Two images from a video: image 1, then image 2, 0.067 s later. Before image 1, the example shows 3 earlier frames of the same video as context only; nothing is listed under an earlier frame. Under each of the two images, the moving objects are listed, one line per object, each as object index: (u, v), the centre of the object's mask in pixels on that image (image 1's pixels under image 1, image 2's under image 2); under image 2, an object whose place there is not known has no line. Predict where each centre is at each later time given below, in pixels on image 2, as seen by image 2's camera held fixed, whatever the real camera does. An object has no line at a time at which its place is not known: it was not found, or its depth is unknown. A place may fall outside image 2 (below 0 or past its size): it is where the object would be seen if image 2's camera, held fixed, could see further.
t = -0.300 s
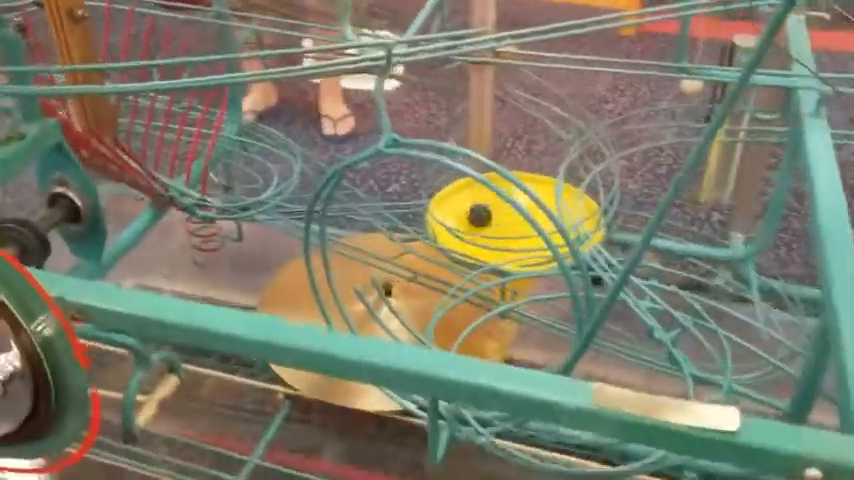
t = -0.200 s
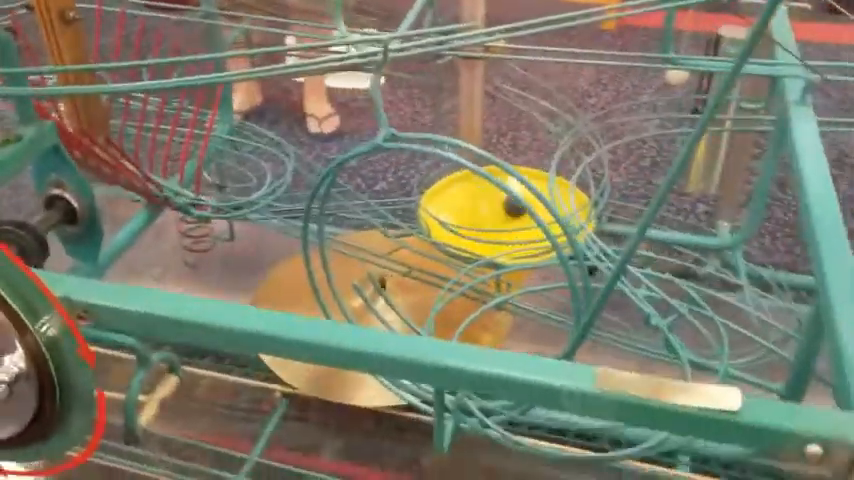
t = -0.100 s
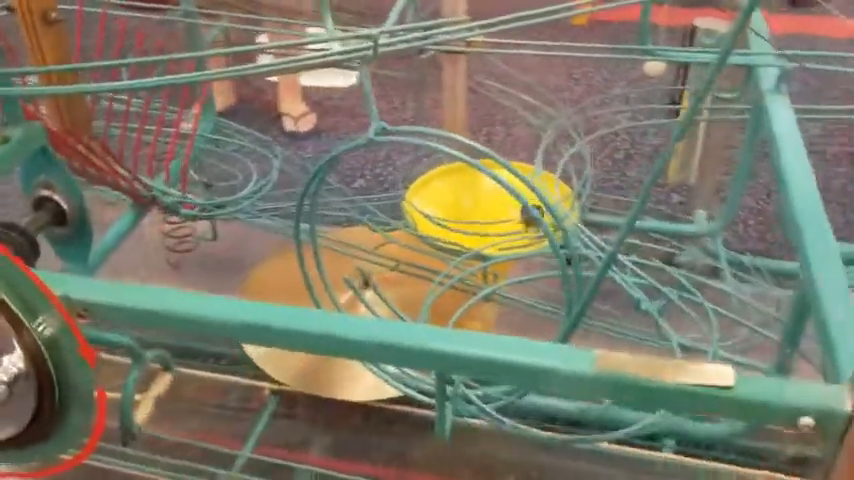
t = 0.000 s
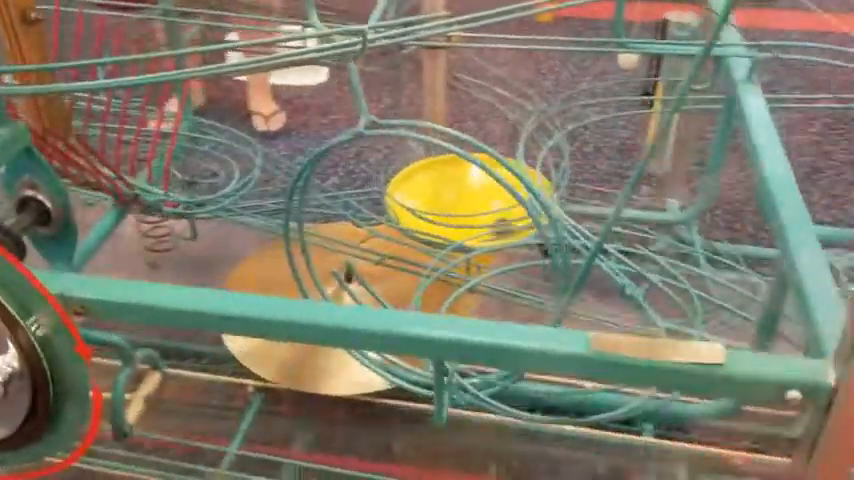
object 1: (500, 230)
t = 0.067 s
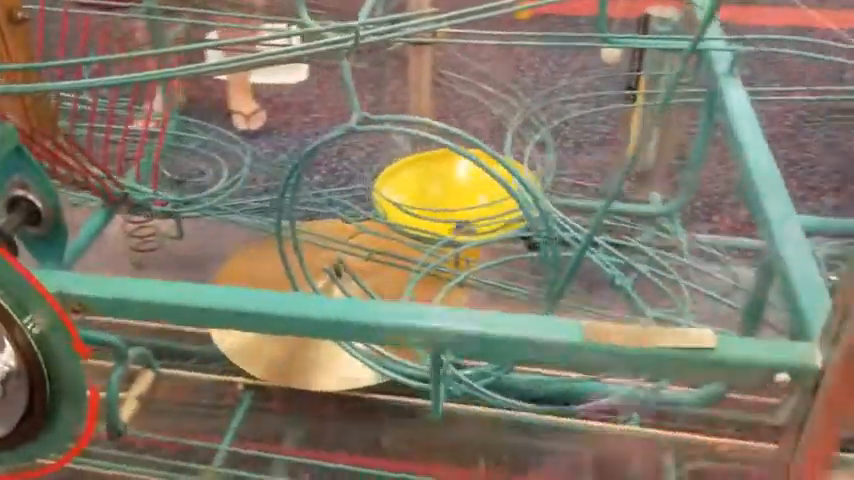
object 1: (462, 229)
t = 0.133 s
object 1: (433, 227)
